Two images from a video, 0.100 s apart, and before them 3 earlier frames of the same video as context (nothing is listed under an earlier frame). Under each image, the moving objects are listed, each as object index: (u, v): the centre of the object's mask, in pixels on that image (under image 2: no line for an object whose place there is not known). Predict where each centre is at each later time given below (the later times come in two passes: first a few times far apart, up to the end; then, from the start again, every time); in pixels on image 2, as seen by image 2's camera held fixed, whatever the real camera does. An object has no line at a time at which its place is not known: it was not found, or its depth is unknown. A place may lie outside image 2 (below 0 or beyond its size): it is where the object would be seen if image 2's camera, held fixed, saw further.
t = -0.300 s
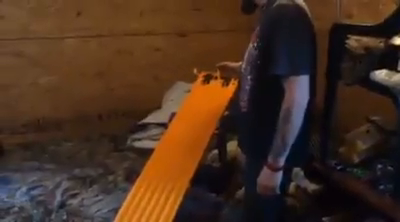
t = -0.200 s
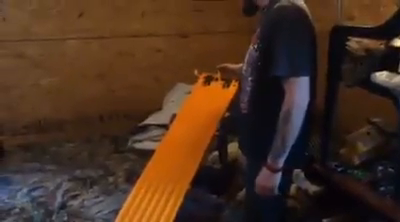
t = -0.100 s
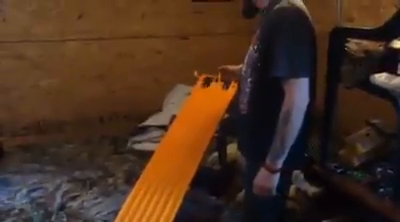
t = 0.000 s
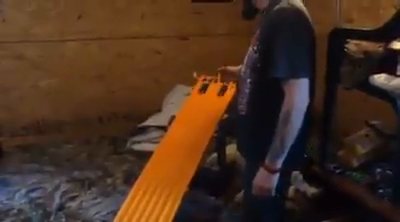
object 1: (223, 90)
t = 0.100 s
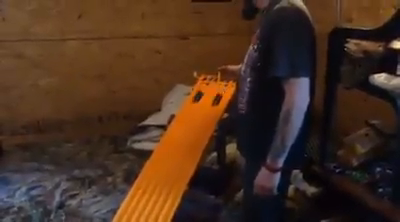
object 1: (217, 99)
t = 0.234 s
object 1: (204, 122)
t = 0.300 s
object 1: (195, 138)
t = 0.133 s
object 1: (214, 104)
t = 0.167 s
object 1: (211, 109)
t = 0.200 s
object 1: (208, 115)
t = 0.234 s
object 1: (204, 122)
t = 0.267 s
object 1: (200, 130)
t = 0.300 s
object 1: (195, 138)
